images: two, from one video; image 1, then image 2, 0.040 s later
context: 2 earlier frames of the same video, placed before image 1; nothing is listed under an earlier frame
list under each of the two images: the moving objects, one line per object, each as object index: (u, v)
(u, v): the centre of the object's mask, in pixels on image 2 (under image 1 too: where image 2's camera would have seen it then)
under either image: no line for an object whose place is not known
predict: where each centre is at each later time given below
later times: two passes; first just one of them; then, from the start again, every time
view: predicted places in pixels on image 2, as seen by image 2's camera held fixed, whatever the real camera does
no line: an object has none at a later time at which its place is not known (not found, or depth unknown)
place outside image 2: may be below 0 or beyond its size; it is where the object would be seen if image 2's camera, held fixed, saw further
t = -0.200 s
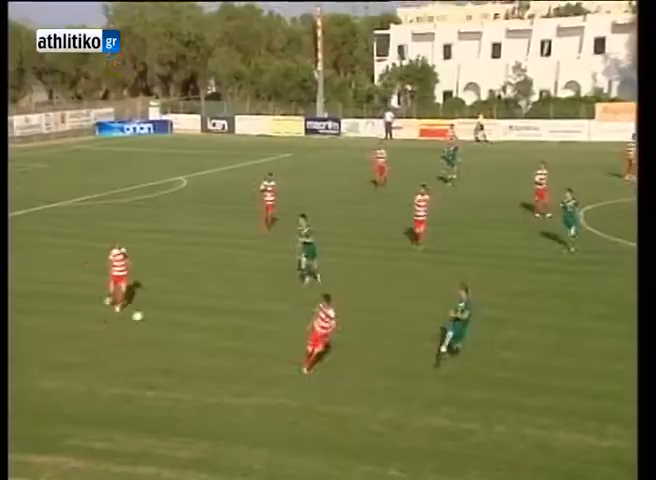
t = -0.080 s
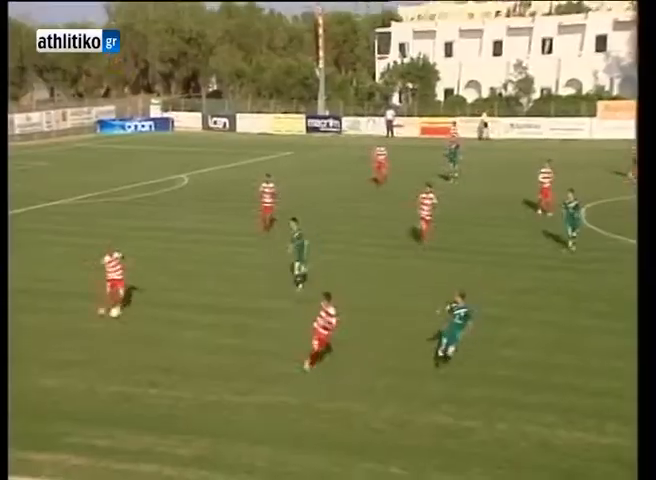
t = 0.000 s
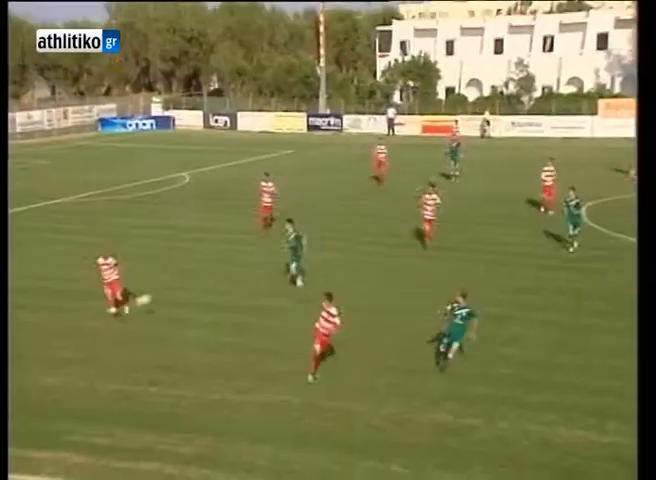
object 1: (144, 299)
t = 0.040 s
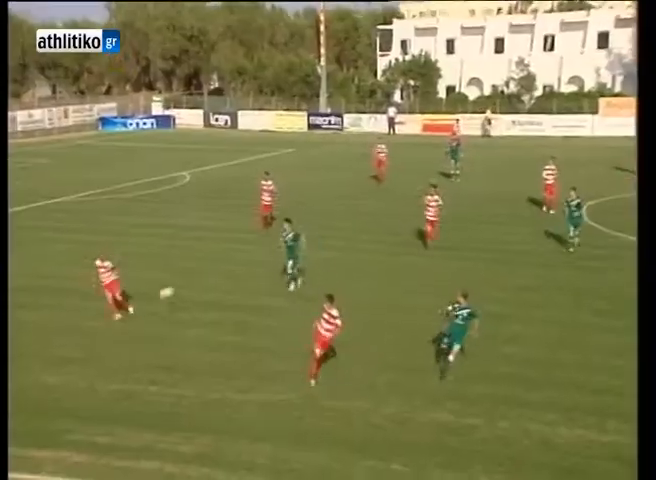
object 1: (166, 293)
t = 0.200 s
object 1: (258, 273)
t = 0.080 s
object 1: (189, 287)
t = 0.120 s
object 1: (211, 282)
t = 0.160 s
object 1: (235, 277)
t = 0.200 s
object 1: (258, 273)
